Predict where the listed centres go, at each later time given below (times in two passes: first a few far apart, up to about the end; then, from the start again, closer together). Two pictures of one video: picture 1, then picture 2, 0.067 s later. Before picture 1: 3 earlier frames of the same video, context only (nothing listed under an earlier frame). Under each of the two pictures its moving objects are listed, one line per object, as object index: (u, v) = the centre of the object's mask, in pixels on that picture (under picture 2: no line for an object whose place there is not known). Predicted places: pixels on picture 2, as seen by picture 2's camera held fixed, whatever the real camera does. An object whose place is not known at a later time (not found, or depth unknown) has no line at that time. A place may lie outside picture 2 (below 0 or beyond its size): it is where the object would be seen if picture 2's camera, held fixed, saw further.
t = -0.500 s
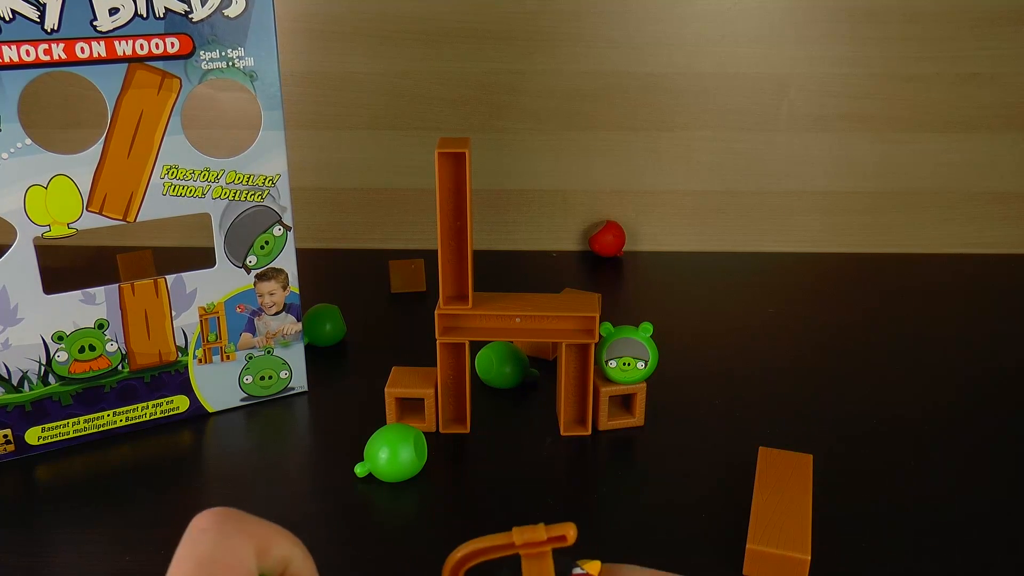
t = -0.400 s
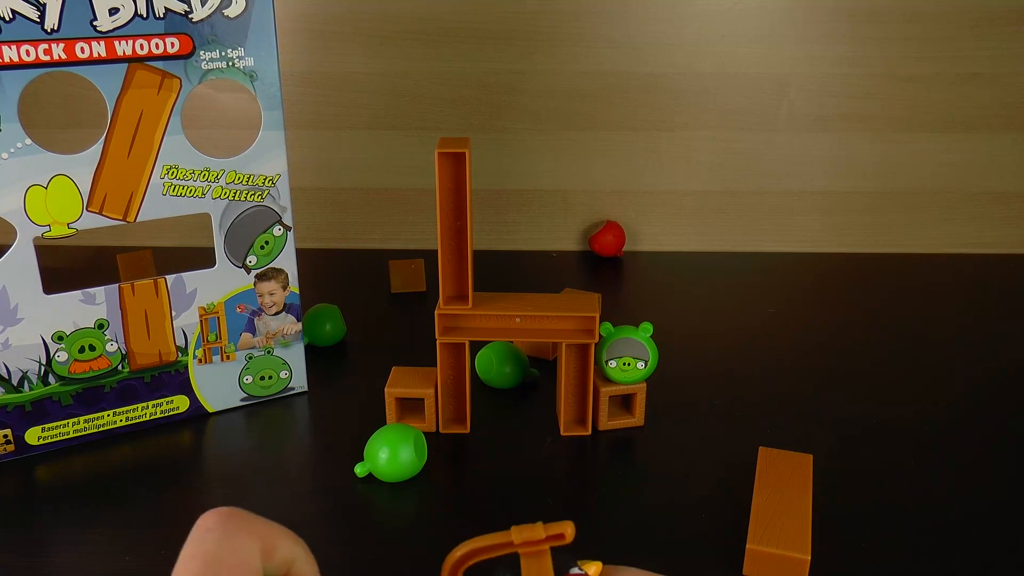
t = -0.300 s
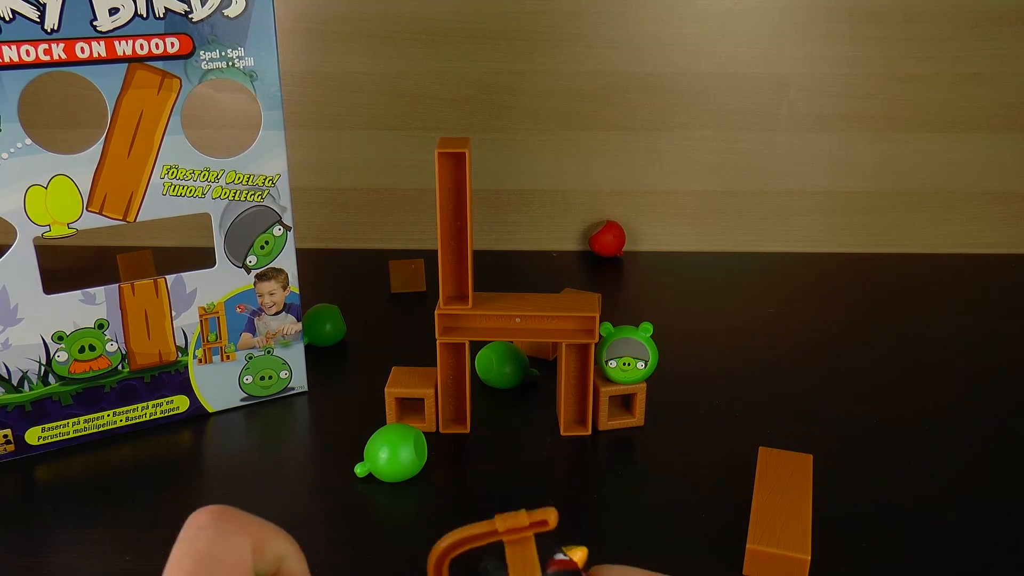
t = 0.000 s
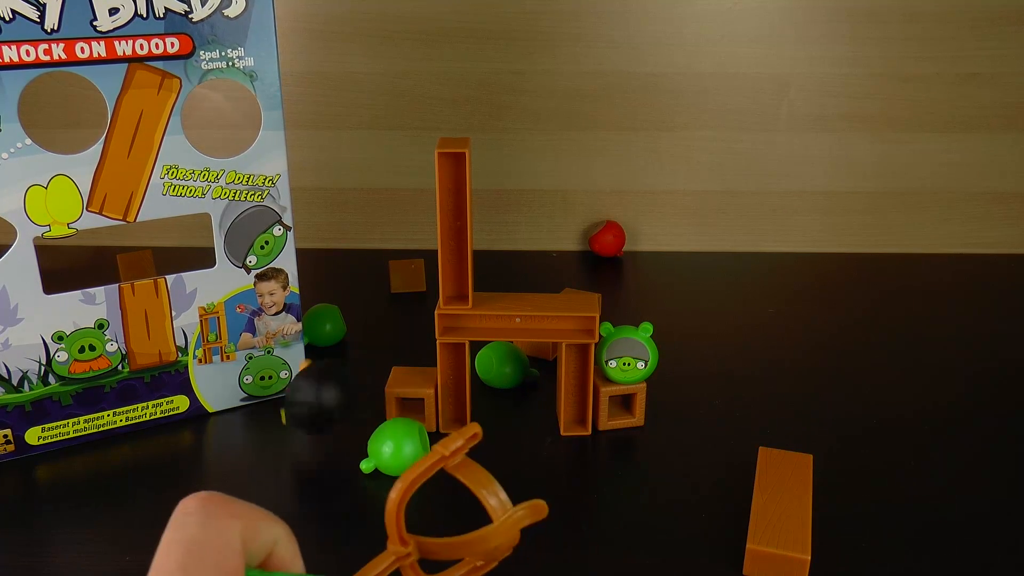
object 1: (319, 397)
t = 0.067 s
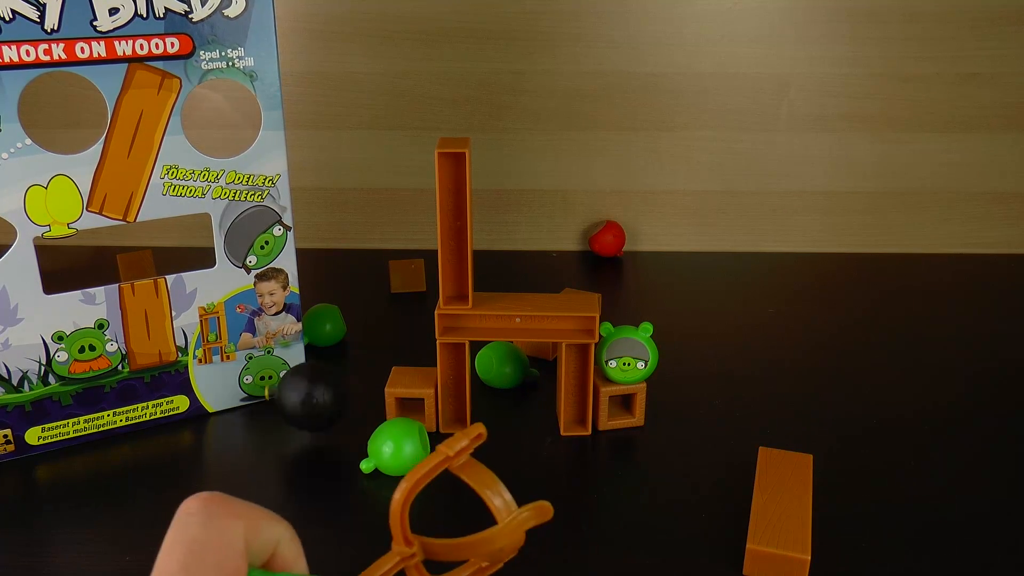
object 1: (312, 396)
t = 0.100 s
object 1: (315, 400)
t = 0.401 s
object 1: (351, 380)
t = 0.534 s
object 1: (350, 381)
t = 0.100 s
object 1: (315, 400)
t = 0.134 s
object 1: (323, 392)
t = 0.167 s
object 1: (330, 391)
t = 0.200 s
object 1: (344, 388)
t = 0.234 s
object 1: (357, 382)
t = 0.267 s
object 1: (357, 381)
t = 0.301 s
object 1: (357, 380)
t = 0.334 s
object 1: (354, 379)
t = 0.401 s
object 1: (351, 380)
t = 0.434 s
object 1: (350, 380)
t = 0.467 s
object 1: (349, 381)
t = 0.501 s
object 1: (350, 381)
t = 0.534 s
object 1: (350, 381)
